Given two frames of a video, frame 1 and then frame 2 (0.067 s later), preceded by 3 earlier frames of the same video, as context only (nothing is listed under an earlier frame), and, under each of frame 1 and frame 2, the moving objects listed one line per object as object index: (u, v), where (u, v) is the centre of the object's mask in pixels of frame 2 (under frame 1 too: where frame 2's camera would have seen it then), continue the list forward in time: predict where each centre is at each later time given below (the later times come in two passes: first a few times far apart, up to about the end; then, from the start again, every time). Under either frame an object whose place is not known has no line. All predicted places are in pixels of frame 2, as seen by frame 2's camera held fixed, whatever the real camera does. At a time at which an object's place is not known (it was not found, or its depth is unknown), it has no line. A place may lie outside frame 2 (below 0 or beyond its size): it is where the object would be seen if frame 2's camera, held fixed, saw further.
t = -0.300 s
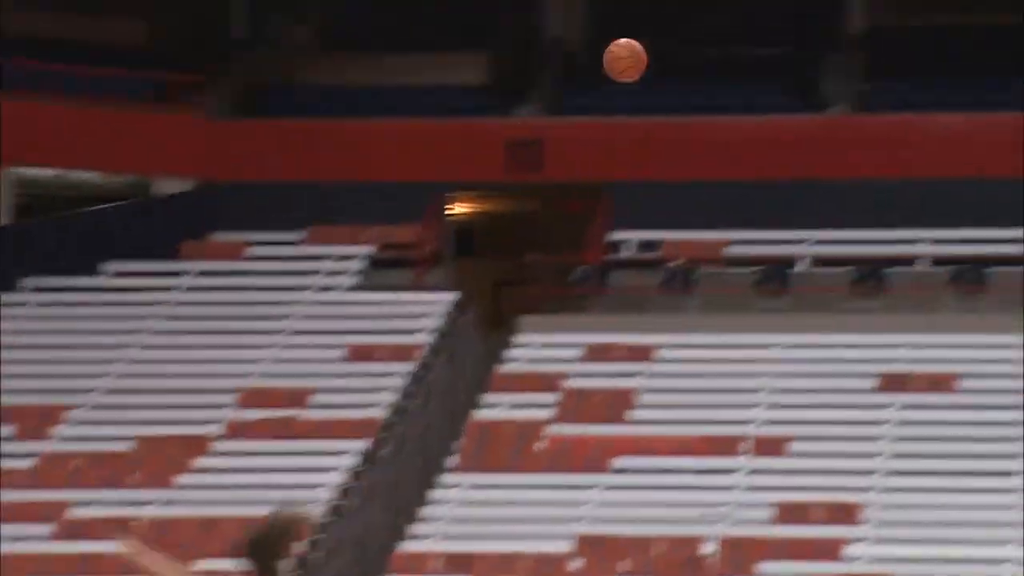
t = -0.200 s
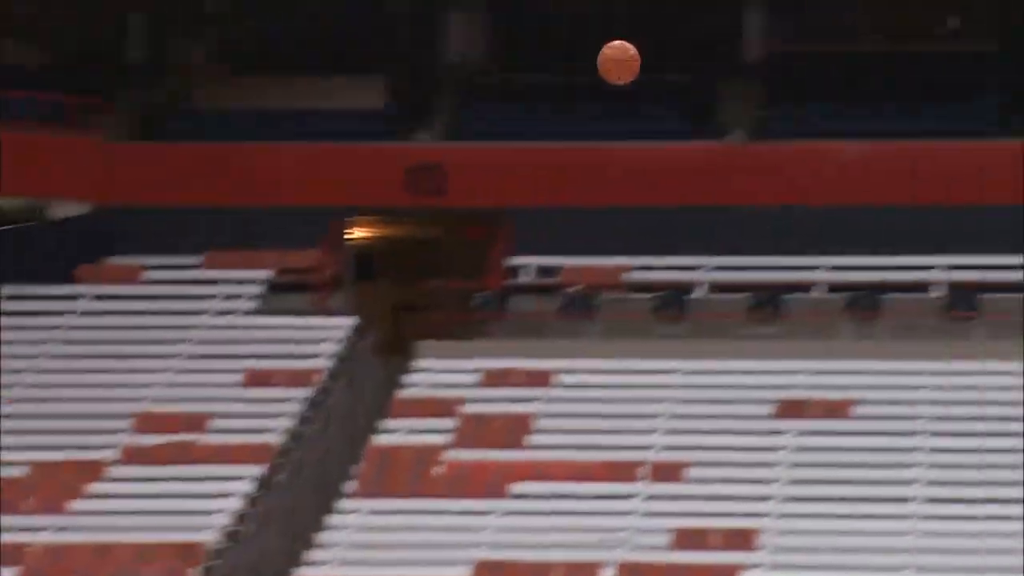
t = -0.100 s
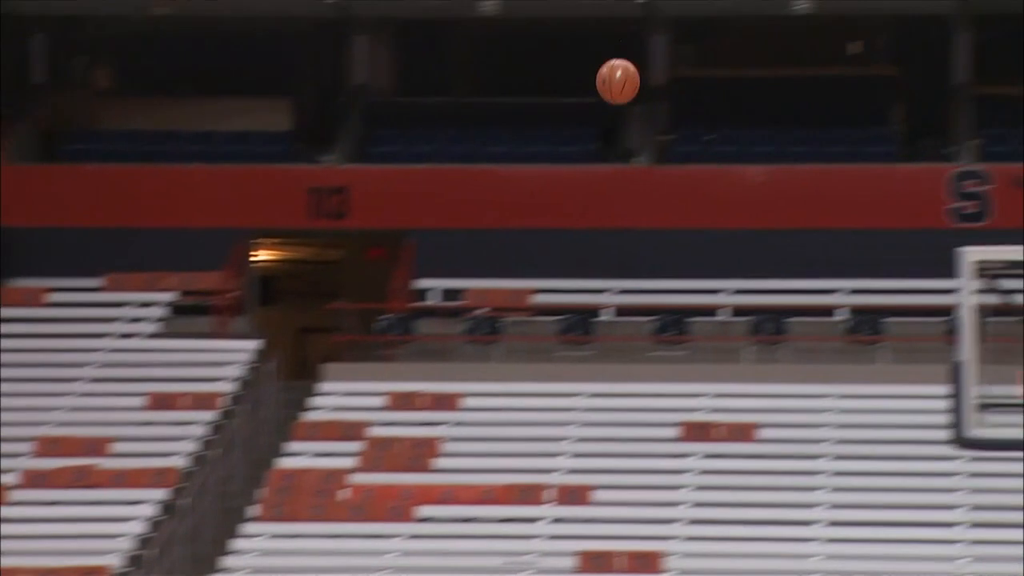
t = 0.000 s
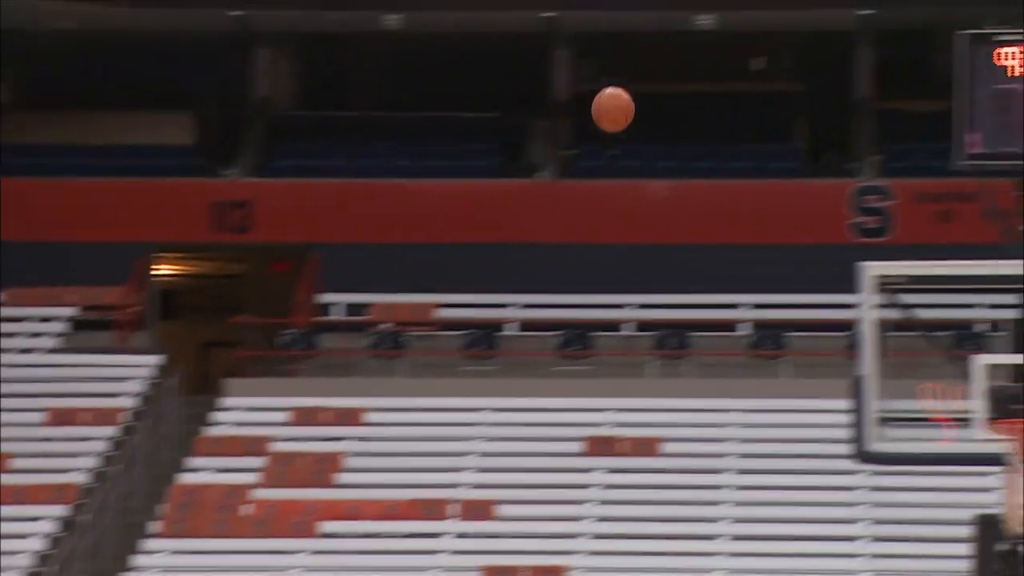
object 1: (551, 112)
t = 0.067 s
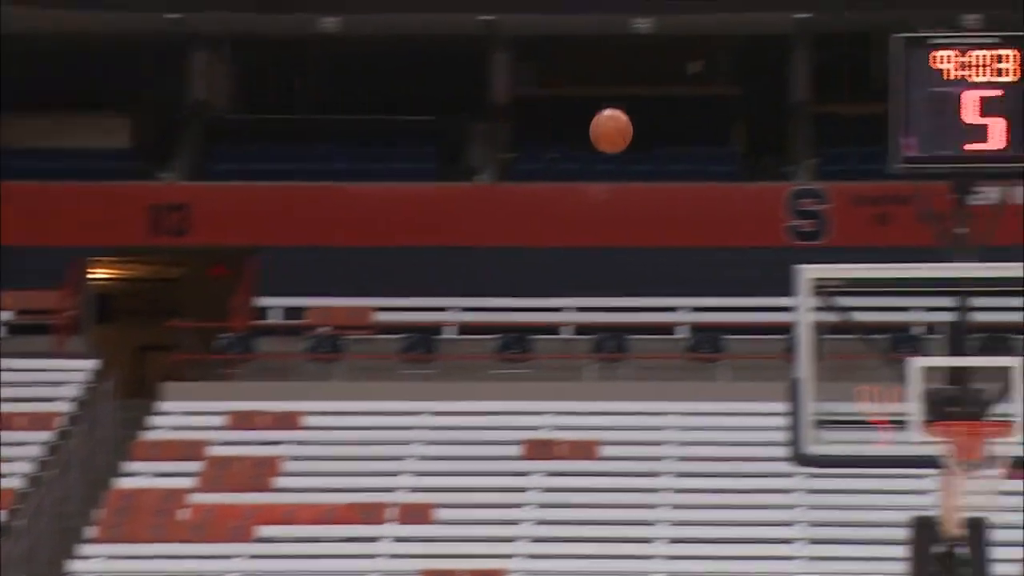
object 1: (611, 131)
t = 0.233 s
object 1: (758, 210)
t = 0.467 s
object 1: (970, 400)
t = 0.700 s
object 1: (966, 497)
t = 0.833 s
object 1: (944, 557)
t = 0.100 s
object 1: (640, 143)
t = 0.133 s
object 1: (670, 157)
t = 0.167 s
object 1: (699, 172)
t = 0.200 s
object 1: (729, 191)
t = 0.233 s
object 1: (758, 210)
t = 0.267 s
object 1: (788, 232)
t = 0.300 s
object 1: (817, 254)
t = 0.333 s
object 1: (848, 280)
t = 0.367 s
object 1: (878, 307)
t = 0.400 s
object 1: (908, 336)
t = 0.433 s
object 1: (938, 366)
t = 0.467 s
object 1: (970, 400)
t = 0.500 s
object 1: (991, 427)
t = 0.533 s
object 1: (1002, 445)
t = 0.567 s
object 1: (997, 461)
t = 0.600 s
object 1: (992, 470)
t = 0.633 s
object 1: (985, 477)
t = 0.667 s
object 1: (974, 478)
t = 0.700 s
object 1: (966, 497)
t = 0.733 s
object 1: (961, 507)
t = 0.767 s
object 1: (955, 523)
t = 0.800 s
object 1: (949, 539)
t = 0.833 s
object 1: (944, 557)
